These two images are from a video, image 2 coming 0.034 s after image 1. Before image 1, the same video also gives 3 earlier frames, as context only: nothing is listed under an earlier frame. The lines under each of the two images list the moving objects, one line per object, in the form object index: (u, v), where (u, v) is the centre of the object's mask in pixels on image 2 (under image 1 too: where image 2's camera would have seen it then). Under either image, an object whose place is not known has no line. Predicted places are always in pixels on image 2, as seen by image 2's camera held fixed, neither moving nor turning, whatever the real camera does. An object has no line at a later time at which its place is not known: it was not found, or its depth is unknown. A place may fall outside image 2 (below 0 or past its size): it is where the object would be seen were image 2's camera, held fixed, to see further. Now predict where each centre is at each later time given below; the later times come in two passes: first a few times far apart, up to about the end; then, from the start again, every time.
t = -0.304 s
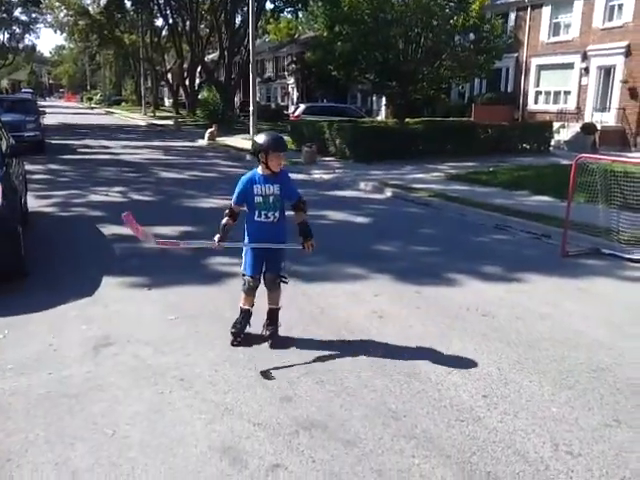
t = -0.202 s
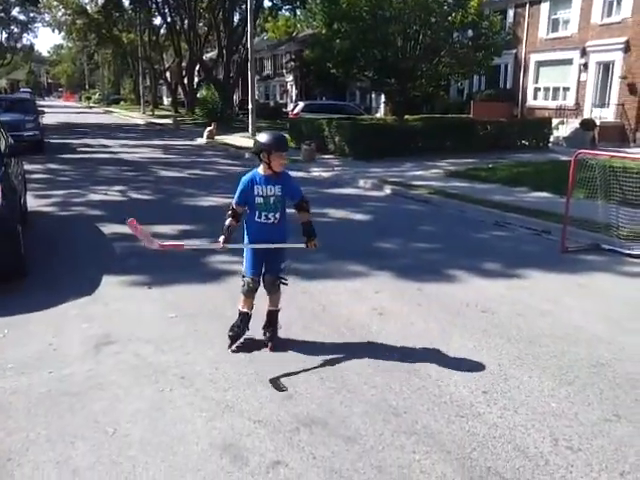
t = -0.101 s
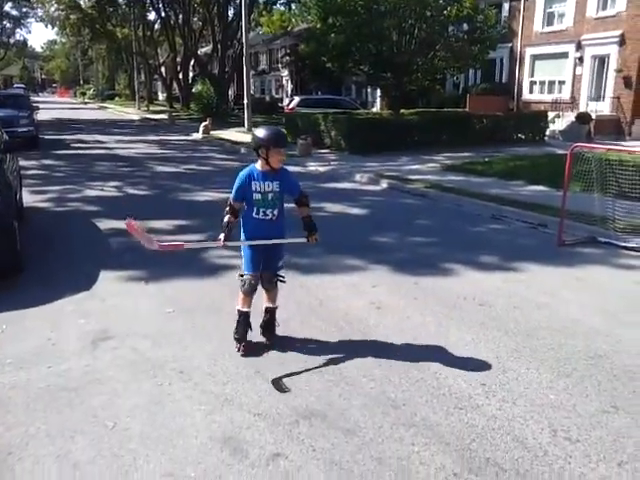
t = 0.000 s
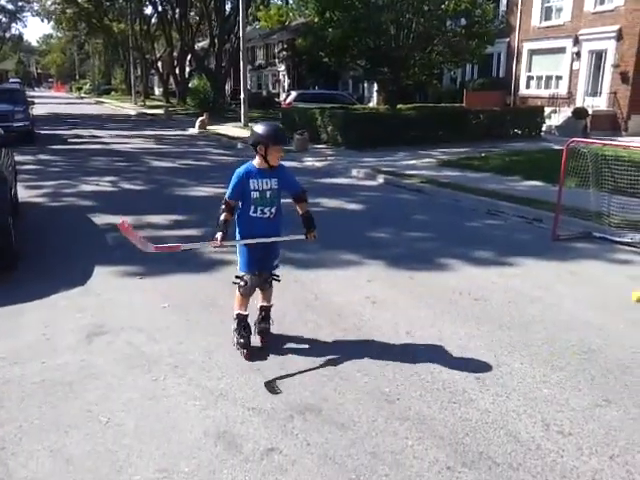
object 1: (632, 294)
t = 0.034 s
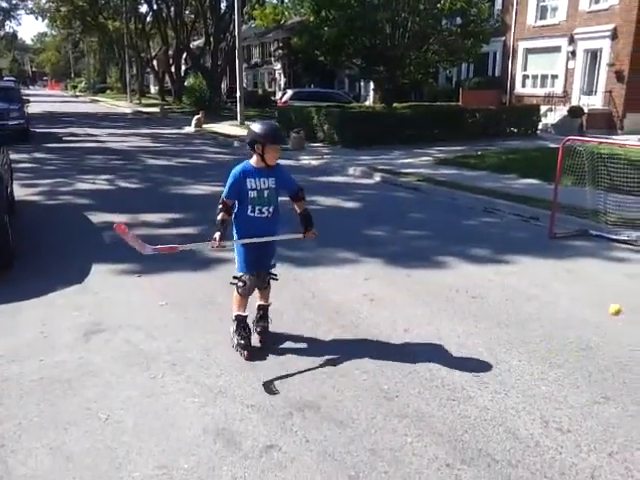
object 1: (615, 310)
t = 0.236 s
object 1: (529, 332)
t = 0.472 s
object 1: (460, 294)
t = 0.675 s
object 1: (395, 330)
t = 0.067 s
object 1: (595, 327)
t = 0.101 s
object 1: (575, 345)
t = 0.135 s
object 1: (554, 366)
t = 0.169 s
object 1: (544, 356)
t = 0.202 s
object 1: (537, 344)
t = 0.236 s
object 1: (529, 332)
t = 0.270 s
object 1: (519, 322)
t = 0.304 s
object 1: (510, 313)
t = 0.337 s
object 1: (501, 306)
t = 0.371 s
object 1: (491, 300)
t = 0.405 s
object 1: (481, 297)
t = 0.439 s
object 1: (471, 294)
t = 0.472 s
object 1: (460, 294)
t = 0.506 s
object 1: (449, 295)
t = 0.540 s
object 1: (439, 298)
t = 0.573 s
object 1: (428, 304)
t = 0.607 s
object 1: (418, 311)
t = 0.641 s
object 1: (406, 319)
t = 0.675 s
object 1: (395, 330)
